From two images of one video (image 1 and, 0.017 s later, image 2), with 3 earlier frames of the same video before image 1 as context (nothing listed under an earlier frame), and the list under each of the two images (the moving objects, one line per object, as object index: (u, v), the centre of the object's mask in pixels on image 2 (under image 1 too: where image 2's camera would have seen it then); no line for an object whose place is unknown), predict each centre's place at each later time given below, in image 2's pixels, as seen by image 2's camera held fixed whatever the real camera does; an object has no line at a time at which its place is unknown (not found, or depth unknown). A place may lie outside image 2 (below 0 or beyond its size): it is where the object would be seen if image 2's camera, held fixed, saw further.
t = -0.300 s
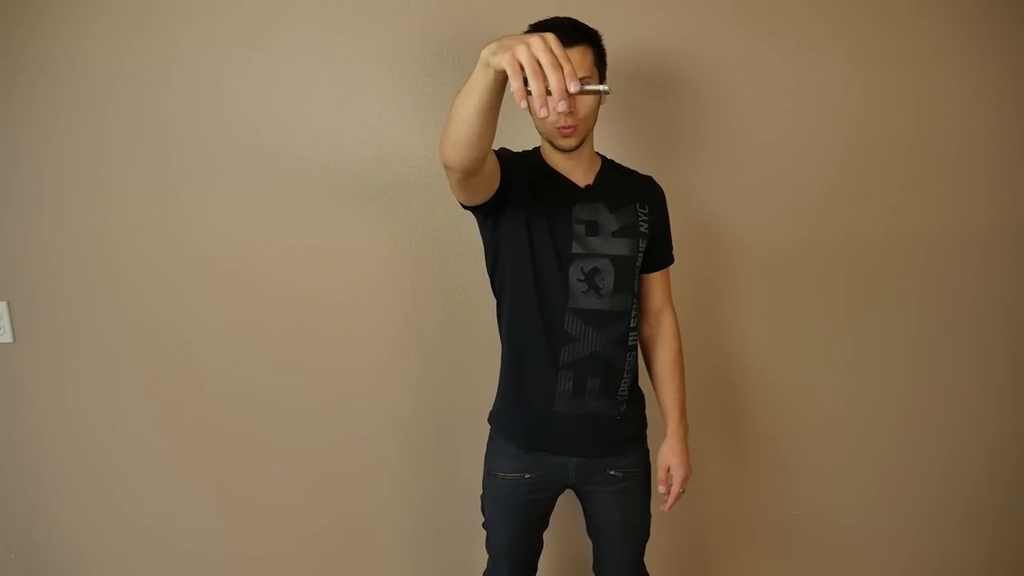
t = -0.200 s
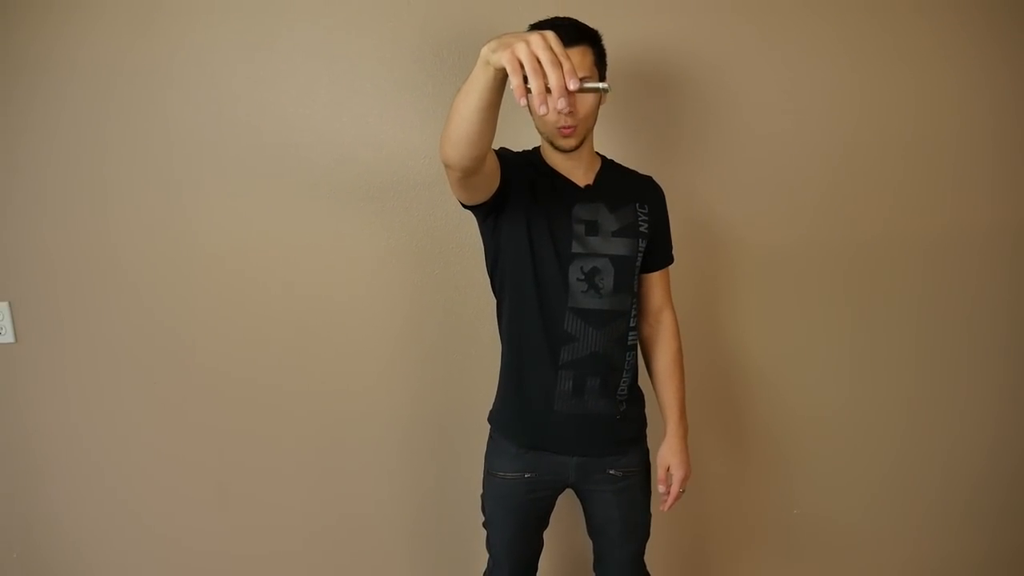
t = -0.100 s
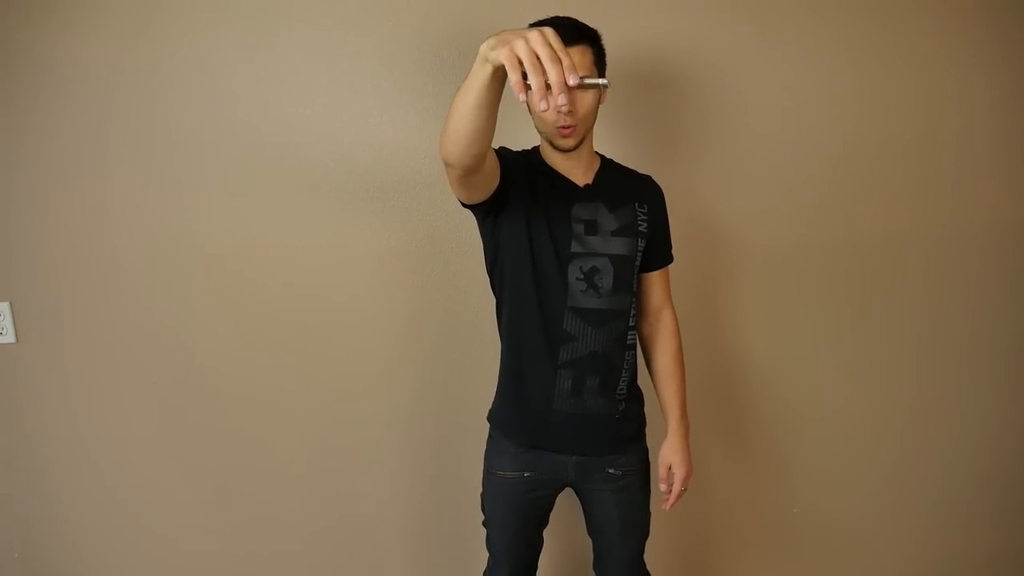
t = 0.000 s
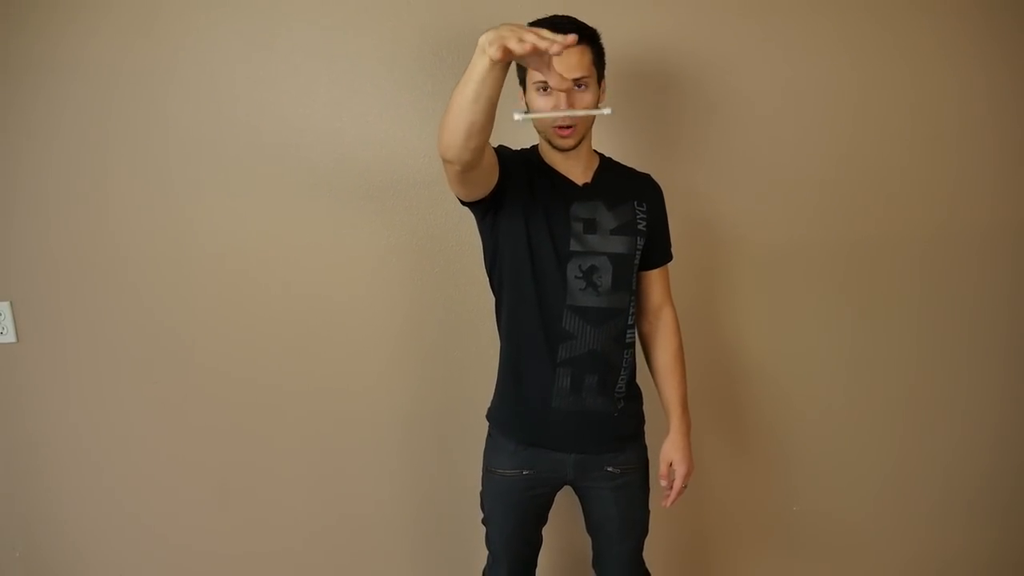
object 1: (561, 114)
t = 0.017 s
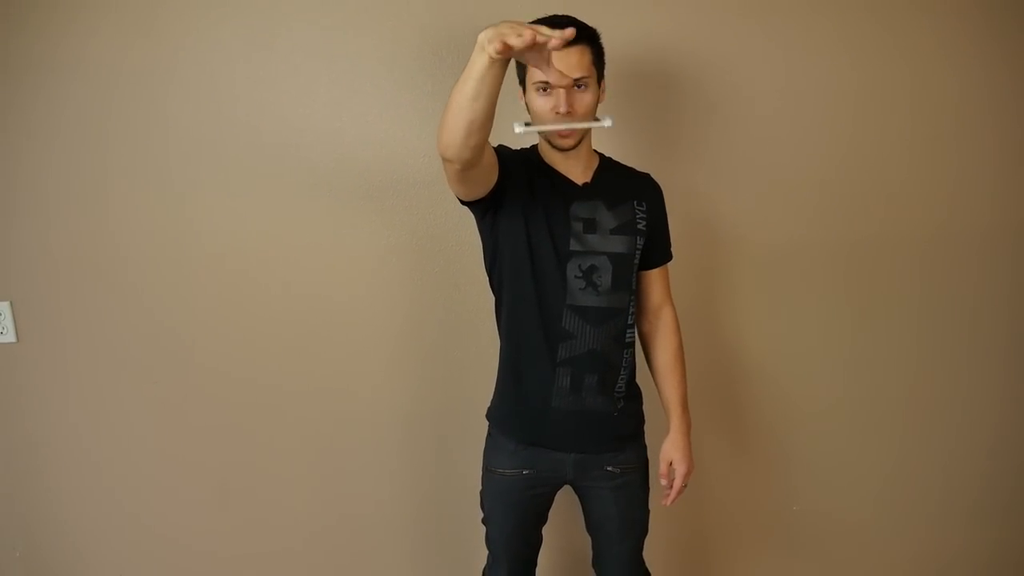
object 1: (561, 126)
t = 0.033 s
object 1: (562, 139)
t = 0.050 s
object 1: (563, 155)
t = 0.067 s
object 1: (564, 173)
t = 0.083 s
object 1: (564, 193)
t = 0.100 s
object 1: (565, 214)
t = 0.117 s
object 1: (566, 238)
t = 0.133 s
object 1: (566, 263)
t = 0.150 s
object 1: (567, 290)
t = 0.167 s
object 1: (568, 318)
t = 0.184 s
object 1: (568, 347)
